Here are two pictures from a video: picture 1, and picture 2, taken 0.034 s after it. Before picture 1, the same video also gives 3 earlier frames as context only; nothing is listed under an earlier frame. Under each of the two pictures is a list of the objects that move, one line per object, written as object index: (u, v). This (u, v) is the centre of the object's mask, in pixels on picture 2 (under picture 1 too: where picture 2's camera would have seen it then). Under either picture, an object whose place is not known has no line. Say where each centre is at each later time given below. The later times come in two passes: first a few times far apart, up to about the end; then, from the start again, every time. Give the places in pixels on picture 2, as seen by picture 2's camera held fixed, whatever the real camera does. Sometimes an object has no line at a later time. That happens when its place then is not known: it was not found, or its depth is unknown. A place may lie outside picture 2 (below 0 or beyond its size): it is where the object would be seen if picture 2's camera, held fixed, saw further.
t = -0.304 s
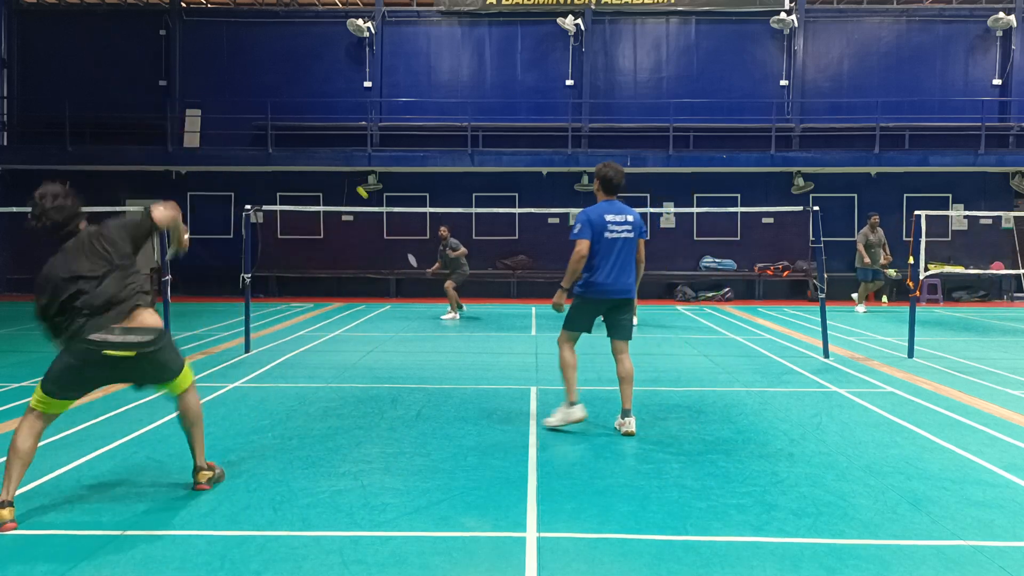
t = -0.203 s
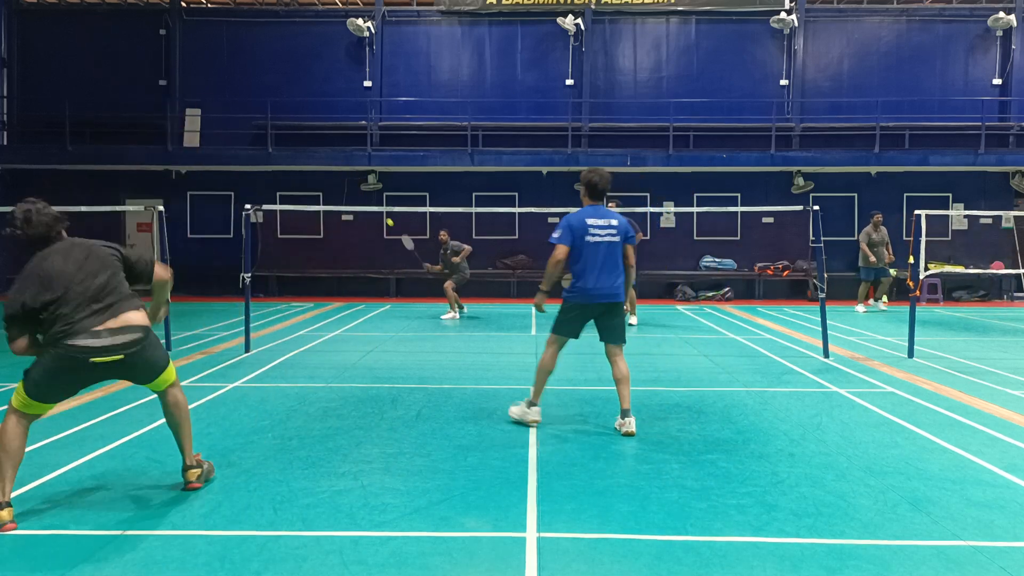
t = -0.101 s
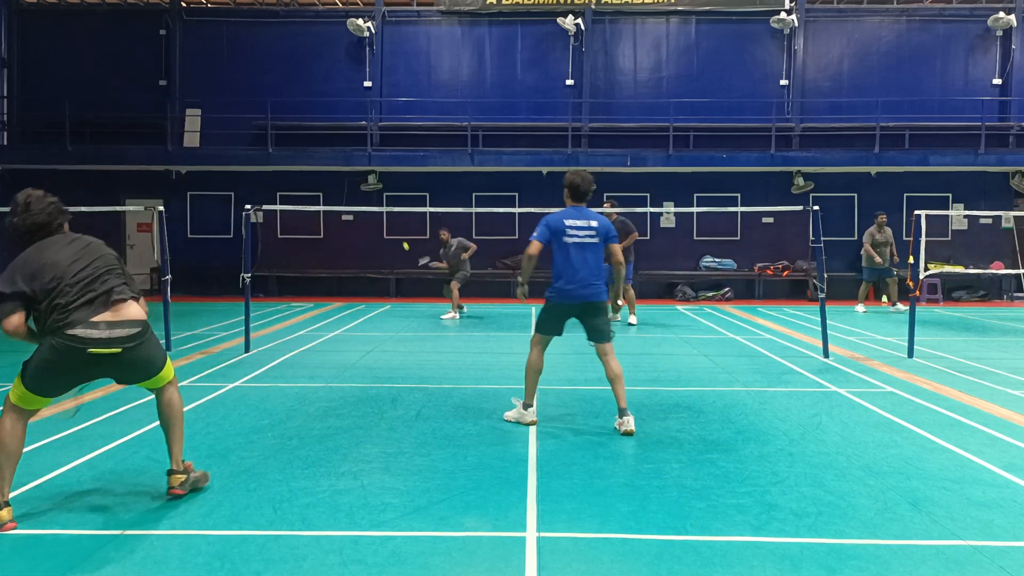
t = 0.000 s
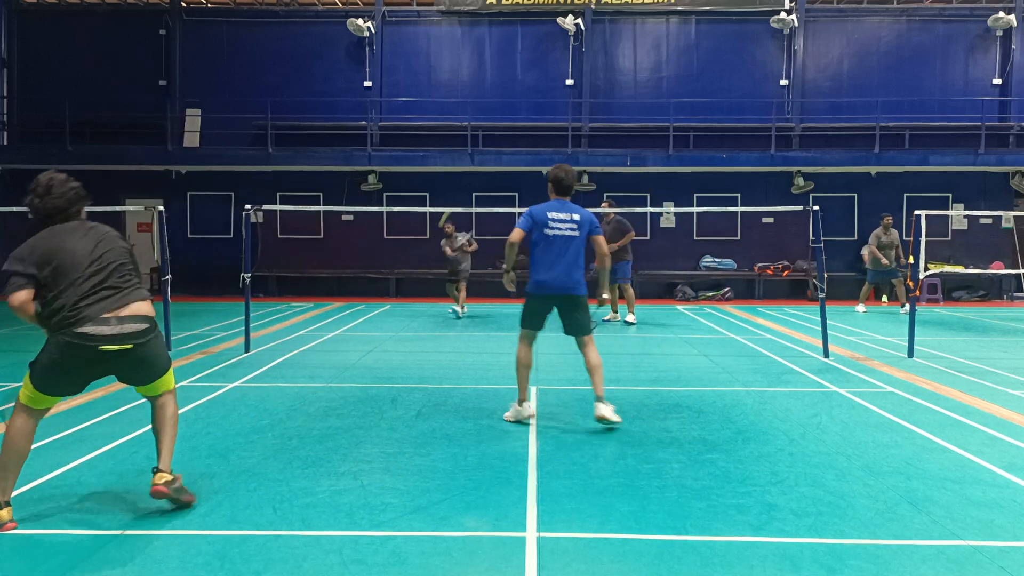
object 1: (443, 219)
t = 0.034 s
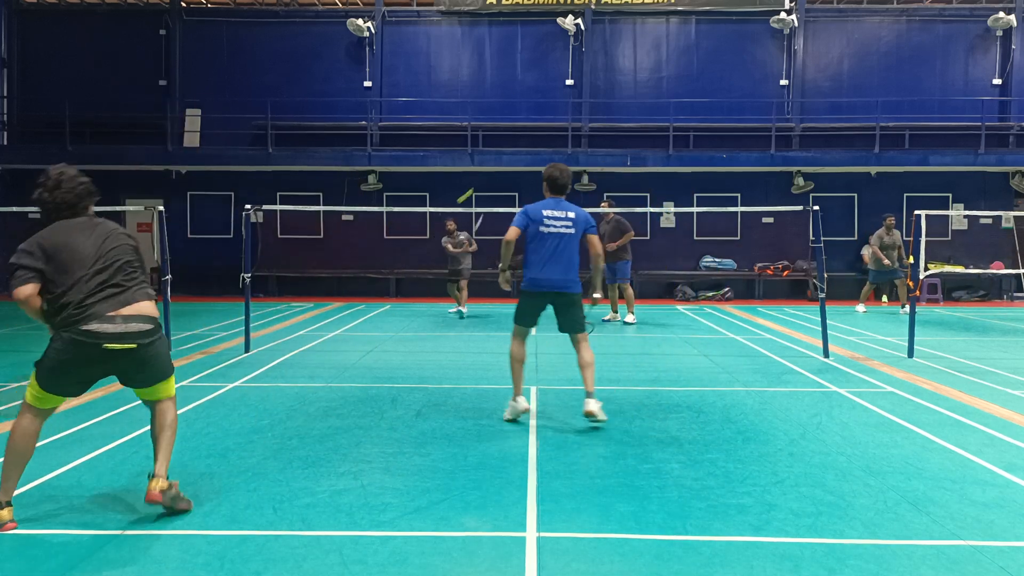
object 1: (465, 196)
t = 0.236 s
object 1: (574, 95)
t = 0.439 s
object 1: (667, 40)
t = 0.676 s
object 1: (765, 27)
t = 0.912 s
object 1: (858, 74)
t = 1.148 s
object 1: (941, 185)
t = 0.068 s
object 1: (485, 176)
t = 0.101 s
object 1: (504, 156)
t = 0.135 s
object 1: (522, 139)
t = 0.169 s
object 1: (540, 123)
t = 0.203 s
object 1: (557, 108)
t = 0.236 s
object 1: (574, 95)
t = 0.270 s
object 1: (590, 83)
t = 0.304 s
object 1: (606, 72)
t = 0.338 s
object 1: (621, 63)
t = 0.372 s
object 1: (637, 54)
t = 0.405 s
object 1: (652, 46)
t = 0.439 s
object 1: (667, 40)
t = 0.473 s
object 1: (681, 35)
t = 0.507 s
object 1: (696, 30)
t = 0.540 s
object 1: (710, 27)
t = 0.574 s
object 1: (724, 26)
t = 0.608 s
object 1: (738, 25)
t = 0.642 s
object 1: (751, 25)
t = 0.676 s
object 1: (765, 27)
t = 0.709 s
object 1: (779, 30)
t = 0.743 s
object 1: (793, 34)
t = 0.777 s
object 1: (807, 39)
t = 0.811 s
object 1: (819, 46)
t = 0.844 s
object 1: (833, 54)
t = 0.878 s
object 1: (846, 63)
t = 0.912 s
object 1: (858, 74)
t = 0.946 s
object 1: (871, 86)
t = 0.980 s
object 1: (883, 99)
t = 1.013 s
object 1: (896, 114)
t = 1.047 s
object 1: (907, 130)
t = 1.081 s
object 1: (919, 147)
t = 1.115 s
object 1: (930, 166)
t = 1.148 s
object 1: (941, 185)
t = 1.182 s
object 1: (951, 204)
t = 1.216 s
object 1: (962, 226)
